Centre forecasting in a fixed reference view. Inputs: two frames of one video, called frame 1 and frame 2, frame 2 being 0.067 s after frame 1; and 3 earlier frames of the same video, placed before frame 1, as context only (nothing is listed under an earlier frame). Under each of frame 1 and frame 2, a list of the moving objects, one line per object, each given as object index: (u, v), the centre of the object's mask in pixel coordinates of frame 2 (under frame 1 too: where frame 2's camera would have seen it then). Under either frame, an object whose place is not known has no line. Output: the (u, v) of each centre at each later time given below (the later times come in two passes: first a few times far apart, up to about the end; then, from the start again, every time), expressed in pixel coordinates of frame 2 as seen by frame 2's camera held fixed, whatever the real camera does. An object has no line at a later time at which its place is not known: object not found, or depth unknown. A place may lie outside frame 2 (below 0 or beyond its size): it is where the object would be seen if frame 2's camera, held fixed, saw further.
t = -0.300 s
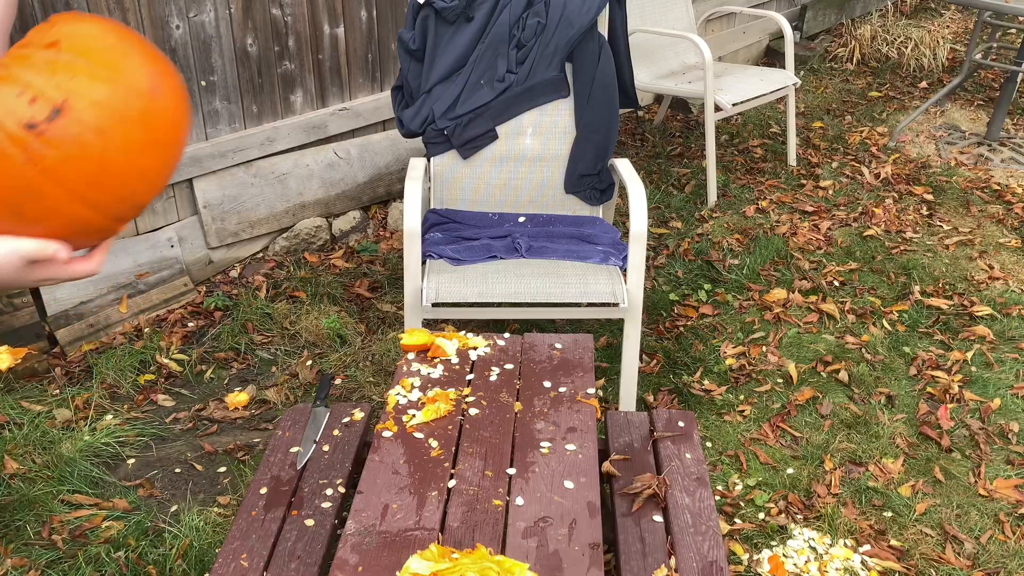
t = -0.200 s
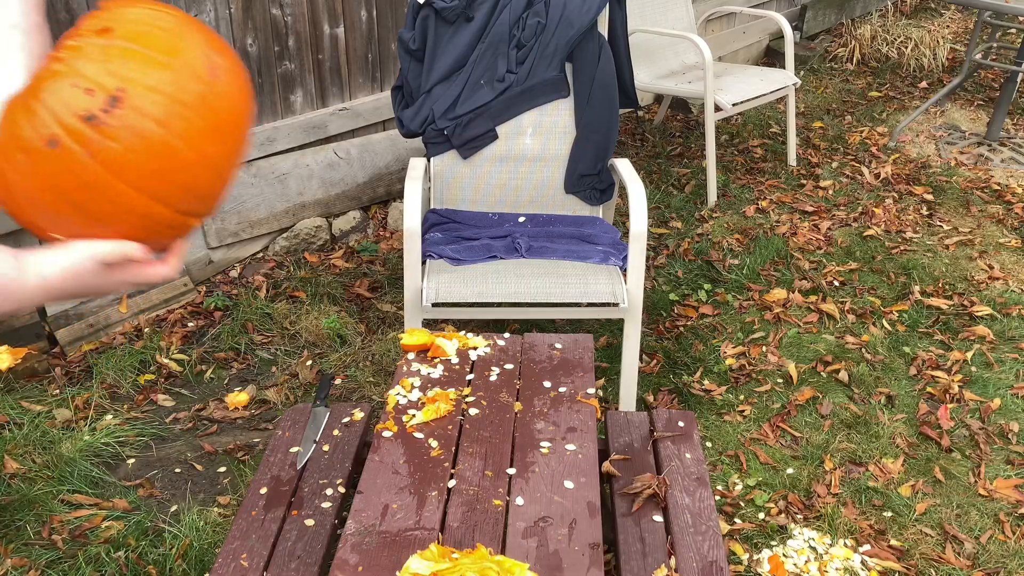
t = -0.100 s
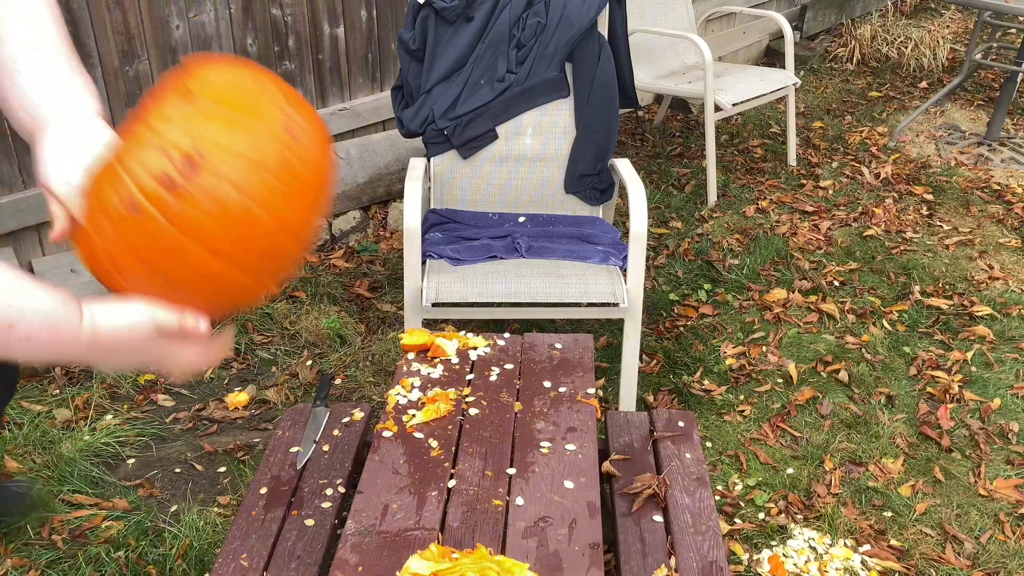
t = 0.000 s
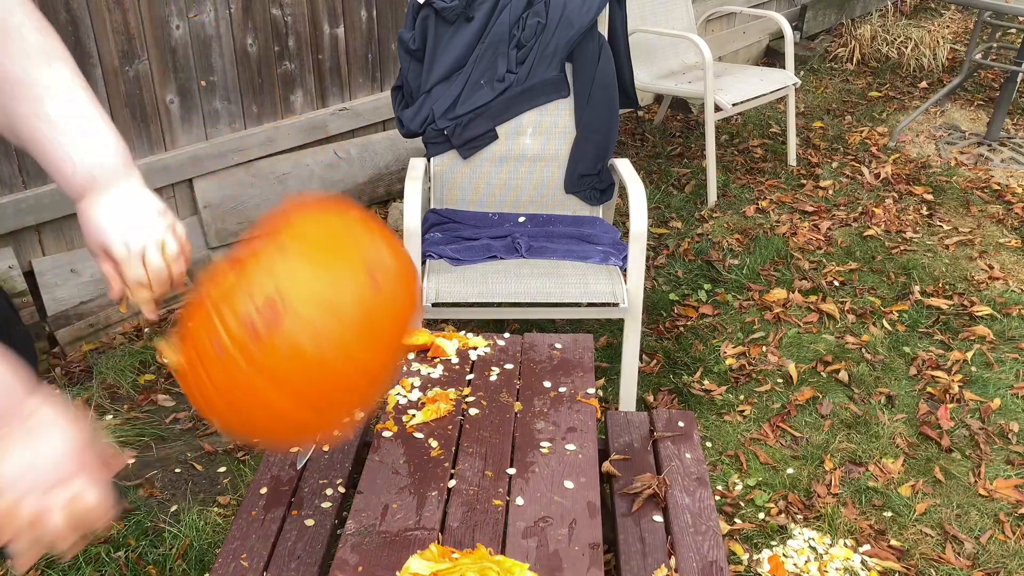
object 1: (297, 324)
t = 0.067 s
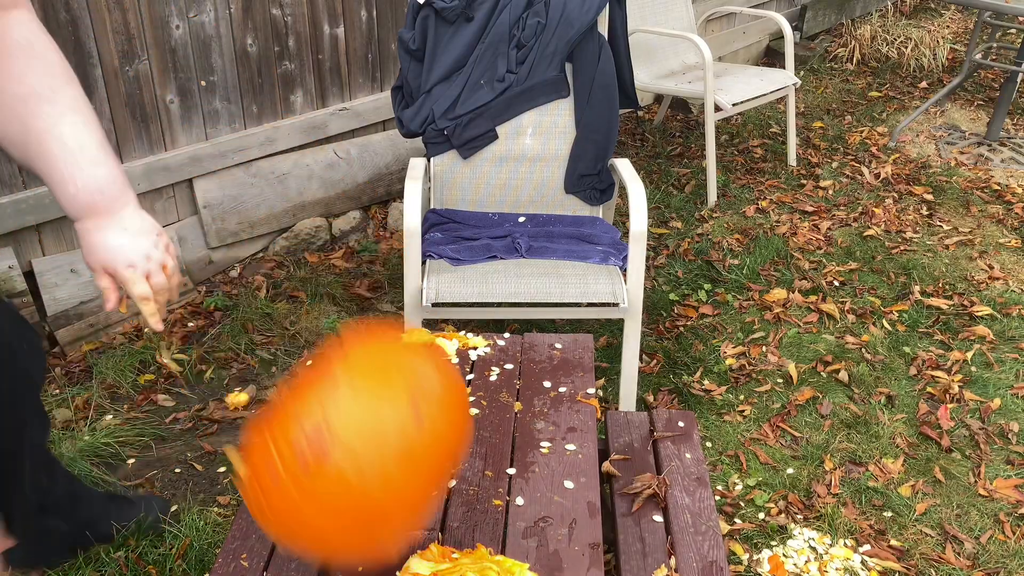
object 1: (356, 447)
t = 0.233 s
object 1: (481, 485)
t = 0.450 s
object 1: (591, 483)
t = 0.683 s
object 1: (675, 497)
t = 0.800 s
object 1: (730, 534)
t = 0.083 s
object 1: (369, 472)
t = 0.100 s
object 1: (384, 493)
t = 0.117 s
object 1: (385, 499)
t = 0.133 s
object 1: (394, 495)
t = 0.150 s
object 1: (416, 489)
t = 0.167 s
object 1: (431, 488)
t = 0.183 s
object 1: (446, 490)
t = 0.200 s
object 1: (458, 489)
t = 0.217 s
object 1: (469, 487)
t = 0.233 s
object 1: (481, 485)
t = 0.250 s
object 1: (493, 486)
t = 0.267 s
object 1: (504, 485)
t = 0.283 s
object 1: (513, 483)
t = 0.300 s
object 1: (522, 481)
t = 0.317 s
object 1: (532, 480)
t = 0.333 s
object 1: (542, 480)
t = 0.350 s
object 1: (550, 480)
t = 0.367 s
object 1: (558, 479)
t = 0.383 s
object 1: (565, 480)
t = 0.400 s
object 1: (572, 480)
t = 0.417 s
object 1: (578, 480)
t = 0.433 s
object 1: (585, 481)
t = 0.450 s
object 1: (591, 483)
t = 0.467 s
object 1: (596, 483)
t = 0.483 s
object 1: (600, 484)
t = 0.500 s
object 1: (605, 484)
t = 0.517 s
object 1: (610, 484)
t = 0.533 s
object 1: (614, 484)
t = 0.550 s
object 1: (620, 484)
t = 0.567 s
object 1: (626, 485)
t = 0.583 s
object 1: (632, 486)
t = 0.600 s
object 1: (638, 487)
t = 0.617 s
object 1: (645, 488)
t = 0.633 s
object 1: (652, 489)
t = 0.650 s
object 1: (660, 492)
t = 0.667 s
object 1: (668, 494)
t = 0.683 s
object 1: (675, 497)
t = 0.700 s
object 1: (684, 500)
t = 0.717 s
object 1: (692, 505)
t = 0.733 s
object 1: (700, 509)
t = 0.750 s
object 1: (709, 515)
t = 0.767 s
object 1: (717, 521)
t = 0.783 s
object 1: (724, 528)
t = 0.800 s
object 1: (730, 534)
